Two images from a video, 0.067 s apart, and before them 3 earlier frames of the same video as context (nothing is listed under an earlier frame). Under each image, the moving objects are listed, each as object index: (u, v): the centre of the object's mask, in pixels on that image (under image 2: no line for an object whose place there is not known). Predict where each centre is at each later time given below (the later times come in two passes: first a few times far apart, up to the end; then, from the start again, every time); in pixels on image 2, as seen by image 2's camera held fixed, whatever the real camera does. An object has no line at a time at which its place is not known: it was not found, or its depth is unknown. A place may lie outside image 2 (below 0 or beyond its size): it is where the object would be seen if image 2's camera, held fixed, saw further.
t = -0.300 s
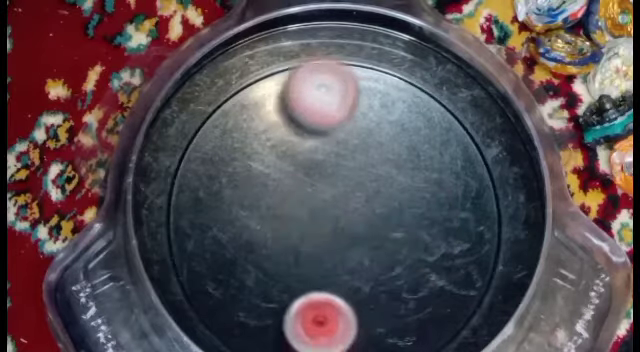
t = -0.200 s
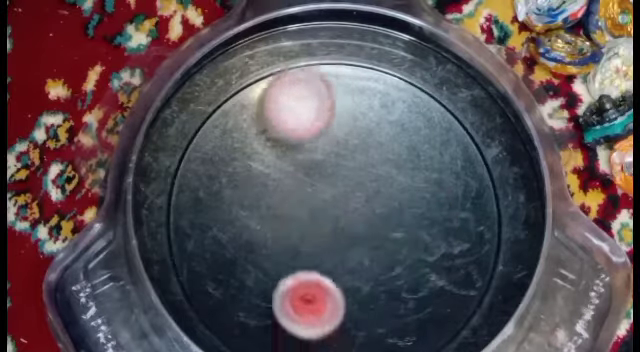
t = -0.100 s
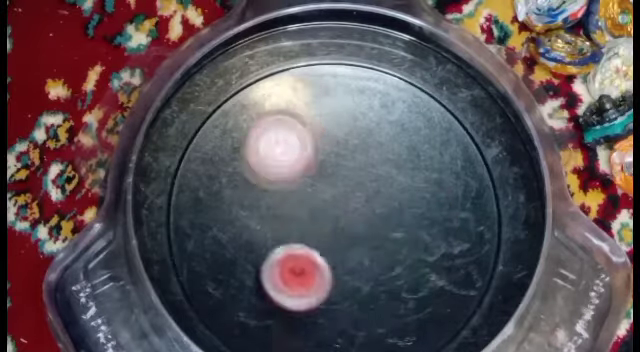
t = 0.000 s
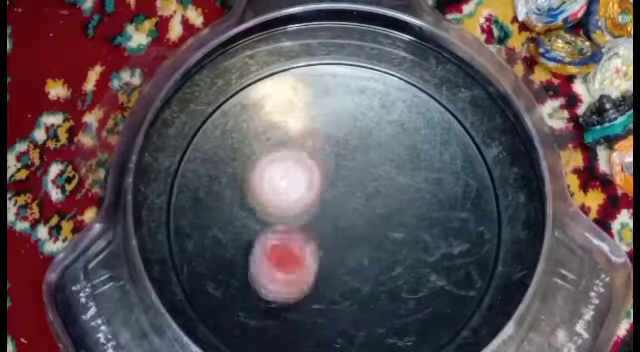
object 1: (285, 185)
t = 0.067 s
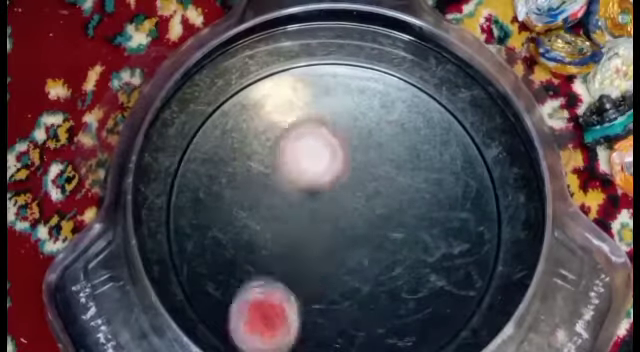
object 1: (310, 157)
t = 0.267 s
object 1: (353, 141)
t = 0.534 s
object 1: (393, 181)
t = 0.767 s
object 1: (423, 223)
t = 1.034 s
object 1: (351, 246)
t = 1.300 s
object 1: (292, 243)
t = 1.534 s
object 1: (303, 218)
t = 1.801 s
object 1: (317, 221)
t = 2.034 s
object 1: (340, 223)
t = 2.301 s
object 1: (311, 210)
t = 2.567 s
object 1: (363, 195)
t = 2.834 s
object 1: (371, 214)
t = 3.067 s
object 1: (383, 214)
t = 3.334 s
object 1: (362, 214)
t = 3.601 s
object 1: (349, 231)
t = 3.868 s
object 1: (344, 271)
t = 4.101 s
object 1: (331, 270)
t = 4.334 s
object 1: (286, 238)
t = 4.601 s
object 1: (216, 233)
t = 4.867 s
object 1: (294, 223)
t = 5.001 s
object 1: (276, 168)
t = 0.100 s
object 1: (323, 147)
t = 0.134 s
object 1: (331, 141)
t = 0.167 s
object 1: (339, 138)
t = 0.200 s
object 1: (345, 137)
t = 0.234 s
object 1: (350, 138)
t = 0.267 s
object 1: (353, 141)
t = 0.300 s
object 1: (356, 145)
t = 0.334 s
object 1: (356, 151)
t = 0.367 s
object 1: (356, 156)
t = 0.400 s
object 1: (357, 163)
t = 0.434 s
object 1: (359, 171)
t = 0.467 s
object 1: (365, 174)
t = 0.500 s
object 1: (382, 179)
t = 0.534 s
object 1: (393, 181)
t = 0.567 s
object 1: (406, 187)
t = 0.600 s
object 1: (413, 193)
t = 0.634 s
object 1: (423, 198)
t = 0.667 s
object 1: (425, 202)
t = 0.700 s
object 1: (429, 209)
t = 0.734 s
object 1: (426, 214)
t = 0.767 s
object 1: (423, 223)
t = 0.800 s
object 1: (417, 226)
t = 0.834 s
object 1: (410, 232)
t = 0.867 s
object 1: (401, 233)
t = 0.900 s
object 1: (391, 237)
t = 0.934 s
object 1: (382, 239)
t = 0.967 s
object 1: (371, 242)
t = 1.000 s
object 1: (362, 243)
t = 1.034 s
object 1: (351, 246)
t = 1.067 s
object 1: (342, 247)
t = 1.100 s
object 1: (332, 249)
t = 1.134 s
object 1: (323, 249)
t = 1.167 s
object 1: (314, 251)
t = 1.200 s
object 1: (306, 251)
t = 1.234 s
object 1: (300, 247)
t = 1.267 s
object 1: (295, 246)
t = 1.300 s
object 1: (292, 243)
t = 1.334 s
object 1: (289, 241)
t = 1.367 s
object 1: (287, 242)
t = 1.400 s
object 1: (287, 236)
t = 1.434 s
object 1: (288, 232)
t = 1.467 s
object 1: (292, 227)
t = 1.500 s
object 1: (297, 221)
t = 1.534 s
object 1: (303, 218)
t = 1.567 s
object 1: (309, 214)
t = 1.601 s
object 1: (306, 215)
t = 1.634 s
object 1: (306, 215)
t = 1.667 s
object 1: (306, 215)
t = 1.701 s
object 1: (308, 217)
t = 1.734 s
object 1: (310, 217)
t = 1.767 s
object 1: (312, 218)
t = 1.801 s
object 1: (317, 221)
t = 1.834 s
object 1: (322, 223)
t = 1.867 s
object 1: (328, 226)
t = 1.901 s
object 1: (330, 223)
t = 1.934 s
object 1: (333, 224)
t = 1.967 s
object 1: (338, 225)
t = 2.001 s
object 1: (339, 225)
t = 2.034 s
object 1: (340, 223)
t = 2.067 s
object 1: (334, 222)
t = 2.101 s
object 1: (324, 226)
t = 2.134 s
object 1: (328, 226)
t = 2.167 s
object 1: (323, 219)
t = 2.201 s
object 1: (314, 221)
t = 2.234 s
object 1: (319, 217)
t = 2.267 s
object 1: (314, 208)
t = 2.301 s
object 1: (311, 210)
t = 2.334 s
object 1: (322, 207)
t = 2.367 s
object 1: (330, 200)
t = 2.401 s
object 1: (330, 200)
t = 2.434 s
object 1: (342, 200)
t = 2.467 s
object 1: (350, 196)
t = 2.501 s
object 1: (349, 196)
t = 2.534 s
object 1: (357, 199)
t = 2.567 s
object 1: (363, 195)
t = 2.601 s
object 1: (360, 198)
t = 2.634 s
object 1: (366, 203)
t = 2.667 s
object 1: (369, 200)
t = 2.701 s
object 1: (364, 204)
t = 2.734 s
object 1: (371, 209)
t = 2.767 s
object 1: (371, 206)
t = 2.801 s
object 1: (363, 212)
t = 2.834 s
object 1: (371, 214)
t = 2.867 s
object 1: (371, 209)
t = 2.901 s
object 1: (374, 216)
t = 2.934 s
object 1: (382, 210)
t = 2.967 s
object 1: (375, 213)
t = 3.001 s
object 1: (385, 212)
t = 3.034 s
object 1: (377, 208)
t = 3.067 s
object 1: (383, 214)
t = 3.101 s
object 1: (380, 207)
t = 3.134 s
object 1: (378, 213)
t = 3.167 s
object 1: (381, 208)
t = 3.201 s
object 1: (373, 212)
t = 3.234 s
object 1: (376, 211)
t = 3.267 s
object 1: (368, 212)
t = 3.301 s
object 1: (370, 216)
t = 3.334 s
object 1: (362, 214)
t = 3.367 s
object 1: (361, 221)
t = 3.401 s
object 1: (354, 218)
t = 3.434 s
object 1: (351, 225)
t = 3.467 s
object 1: (347, 222)
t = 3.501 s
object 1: (345, 229)
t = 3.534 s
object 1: (349, 228)
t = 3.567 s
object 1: (345, 233)
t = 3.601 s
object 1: (349, 231)
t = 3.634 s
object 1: (343, 235)
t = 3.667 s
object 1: (345, 234)
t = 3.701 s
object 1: (339, 238)
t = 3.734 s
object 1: (344, 242)
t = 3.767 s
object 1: (342, 257)
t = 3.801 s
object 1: (345, 258)
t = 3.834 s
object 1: (348, 271)
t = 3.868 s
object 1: (344, 271)
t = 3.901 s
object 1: (349, 276)
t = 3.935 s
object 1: (342, 278)
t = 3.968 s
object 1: (345, 276)
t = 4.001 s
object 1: (340, 280)
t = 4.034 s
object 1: (338, 275)
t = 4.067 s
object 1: (338, 275)
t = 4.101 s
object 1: (331, 270)
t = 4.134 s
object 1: (333, 265)
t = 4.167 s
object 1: (327, 261)
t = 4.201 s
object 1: (325, 253)
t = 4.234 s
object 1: (324, 248)
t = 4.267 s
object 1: (318, 240)
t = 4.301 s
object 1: (309, 237)
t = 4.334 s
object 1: (286, 238)
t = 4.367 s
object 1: (266, 239)
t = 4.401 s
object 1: (248, 241)
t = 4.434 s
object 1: (236, 243)
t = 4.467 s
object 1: (222, 243)
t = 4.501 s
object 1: (214, 240)
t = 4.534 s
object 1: (212, 239)
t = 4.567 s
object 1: (214, 237)
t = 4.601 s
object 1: (216, 233)
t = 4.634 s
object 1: (221, 229)
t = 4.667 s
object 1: (227, 228)
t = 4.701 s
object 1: (236, 230)
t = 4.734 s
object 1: (247, 229)
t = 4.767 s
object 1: (258, 225)
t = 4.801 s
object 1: (274, 224)
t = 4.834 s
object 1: (287, 228)
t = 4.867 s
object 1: (294, 223)
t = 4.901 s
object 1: (283, 205)
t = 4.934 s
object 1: (278, 188)
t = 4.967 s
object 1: (277, 177)
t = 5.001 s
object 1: (276, 168)
